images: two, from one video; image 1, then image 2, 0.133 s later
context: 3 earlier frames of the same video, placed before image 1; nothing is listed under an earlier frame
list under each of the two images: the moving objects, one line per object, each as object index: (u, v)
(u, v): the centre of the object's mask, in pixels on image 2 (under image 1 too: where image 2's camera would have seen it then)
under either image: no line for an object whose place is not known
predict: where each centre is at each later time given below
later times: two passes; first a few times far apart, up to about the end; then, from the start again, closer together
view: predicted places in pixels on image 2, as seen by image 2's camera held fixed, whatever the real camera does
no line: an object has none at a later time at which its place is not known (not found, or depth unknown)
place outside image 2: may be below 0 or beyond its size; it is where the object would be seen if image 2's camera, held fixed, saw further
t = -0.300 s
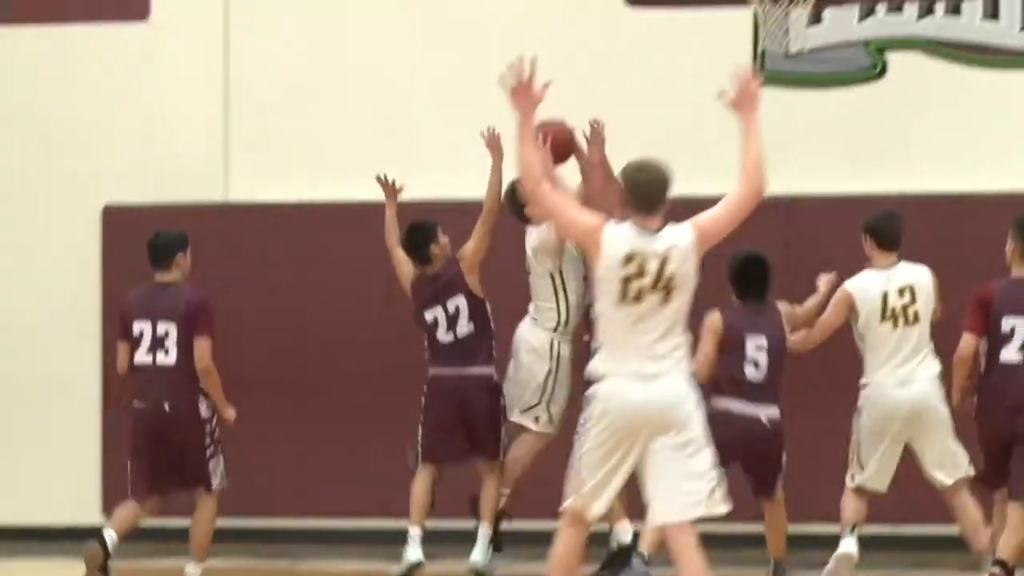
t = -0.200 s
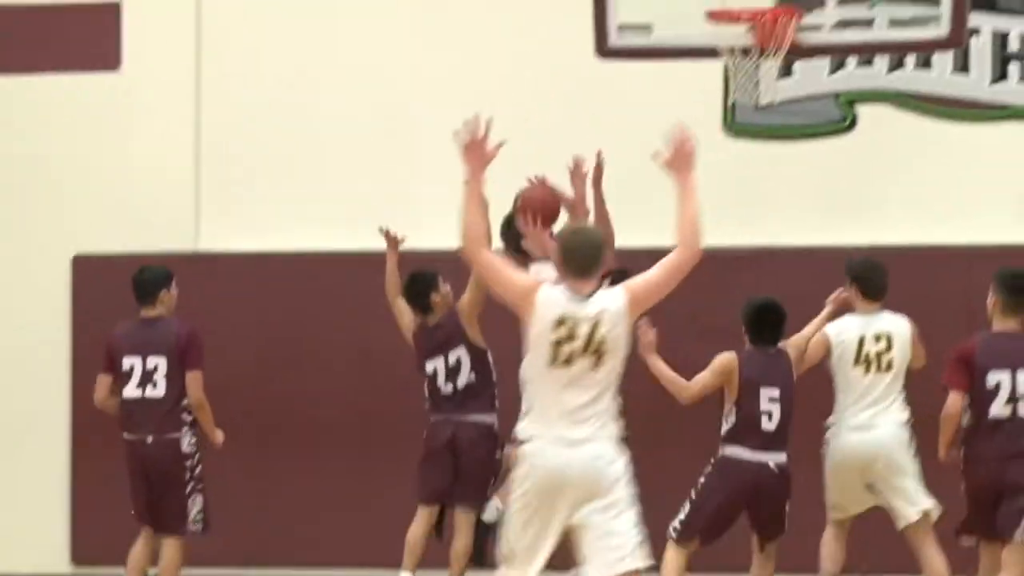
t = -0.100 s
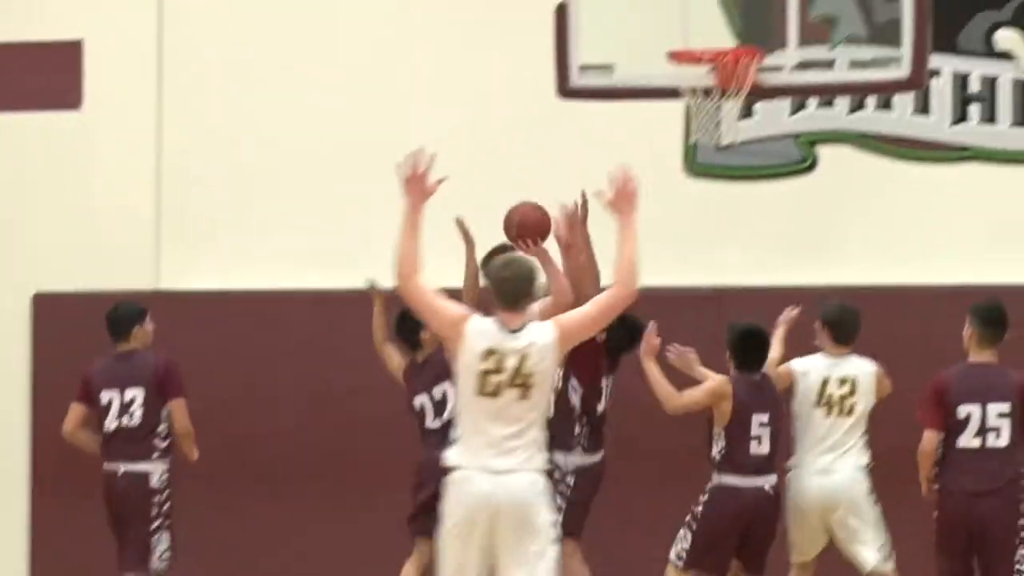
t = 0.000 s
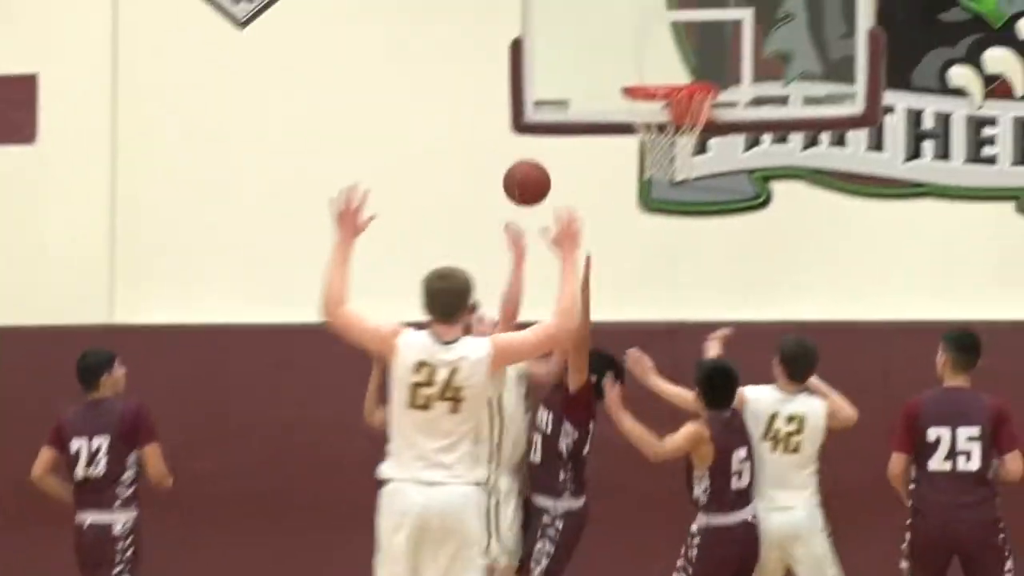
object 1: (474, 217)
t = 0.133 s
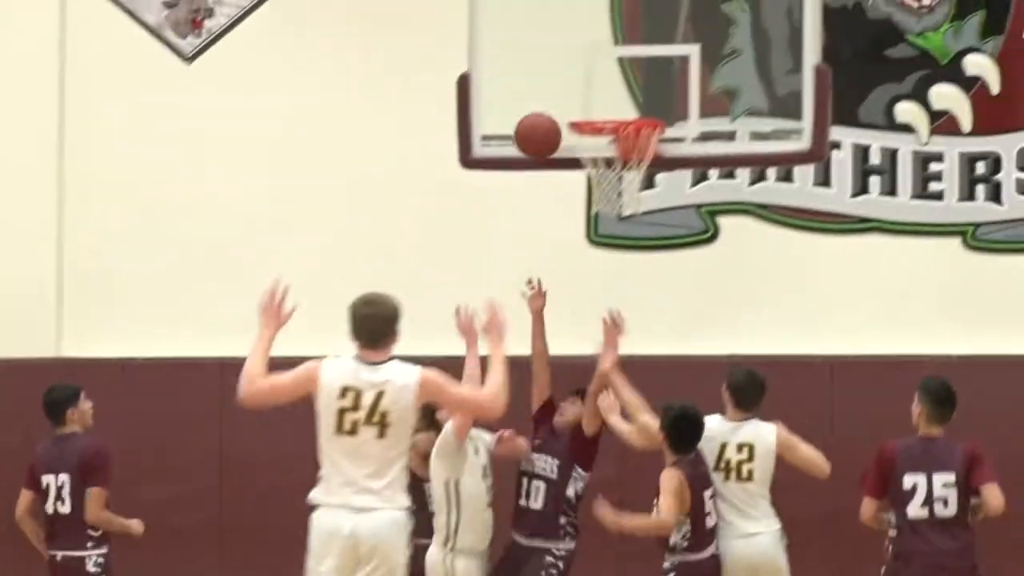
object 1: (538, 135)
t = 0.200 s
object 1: (567, 106)
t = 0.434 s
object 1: (610, 107)
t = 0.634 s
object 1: (623, 189)
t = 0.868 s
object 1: (623, 282)
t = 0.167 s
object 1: (552, 120)
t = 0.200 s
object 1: (567, 106)
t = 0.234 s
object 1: (583, 98)
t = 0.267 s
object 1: (588, 95)
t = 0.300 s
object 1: (592, 94)
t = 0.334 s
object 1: (596, 95)
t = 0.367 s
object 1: (601, 98)
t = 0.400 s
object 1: (606, 102)
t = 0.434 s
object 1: (610, 107)
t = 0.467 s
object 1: (613, 119)
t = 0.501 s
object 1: (622, 140)
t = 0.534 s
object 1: (623, 151)
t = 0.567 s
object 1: (627, 163)
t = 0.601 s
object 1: (626, 170)
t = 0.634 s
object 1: (623, 189)
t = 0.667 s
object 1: (625, 190)
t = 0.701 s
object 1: (625, 197)
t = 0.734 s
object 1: (624, 209)
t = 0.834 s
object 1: (623, 260)
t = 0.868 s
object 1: (623, 282)
